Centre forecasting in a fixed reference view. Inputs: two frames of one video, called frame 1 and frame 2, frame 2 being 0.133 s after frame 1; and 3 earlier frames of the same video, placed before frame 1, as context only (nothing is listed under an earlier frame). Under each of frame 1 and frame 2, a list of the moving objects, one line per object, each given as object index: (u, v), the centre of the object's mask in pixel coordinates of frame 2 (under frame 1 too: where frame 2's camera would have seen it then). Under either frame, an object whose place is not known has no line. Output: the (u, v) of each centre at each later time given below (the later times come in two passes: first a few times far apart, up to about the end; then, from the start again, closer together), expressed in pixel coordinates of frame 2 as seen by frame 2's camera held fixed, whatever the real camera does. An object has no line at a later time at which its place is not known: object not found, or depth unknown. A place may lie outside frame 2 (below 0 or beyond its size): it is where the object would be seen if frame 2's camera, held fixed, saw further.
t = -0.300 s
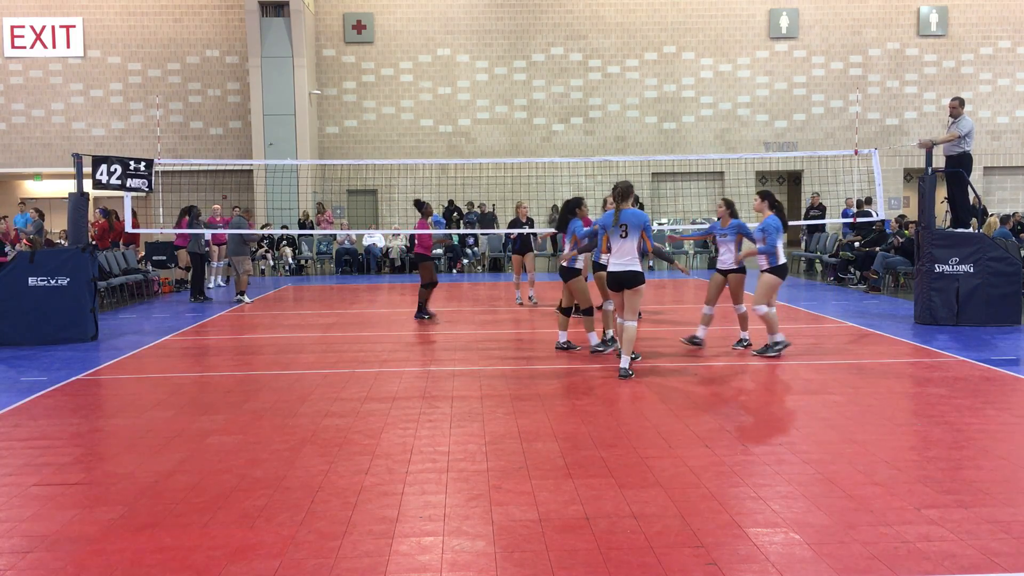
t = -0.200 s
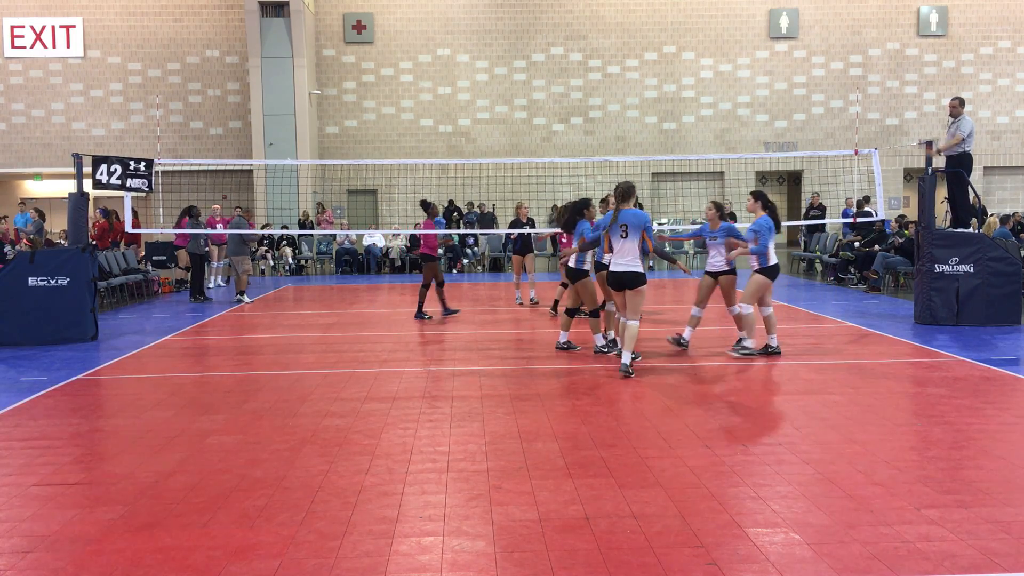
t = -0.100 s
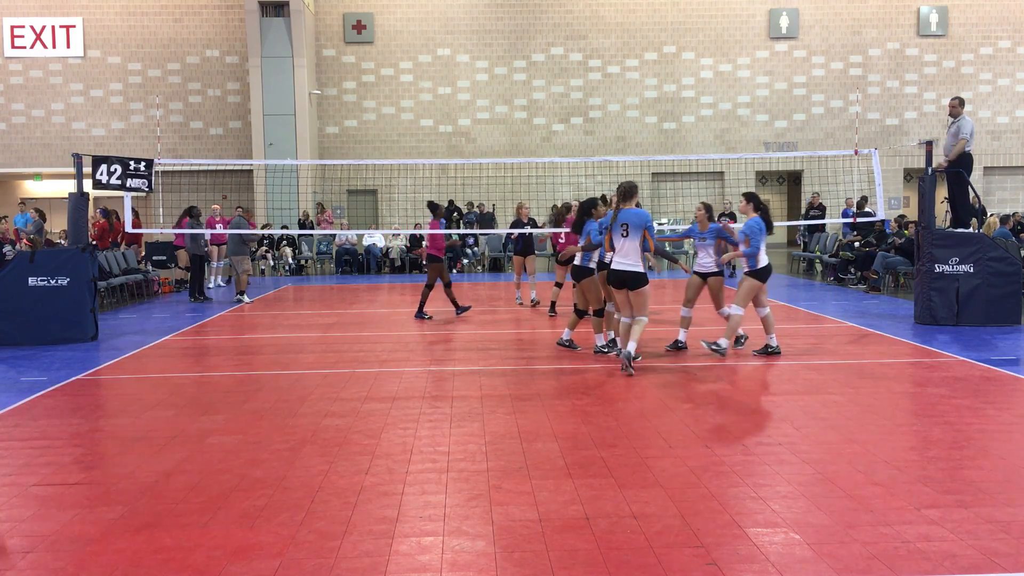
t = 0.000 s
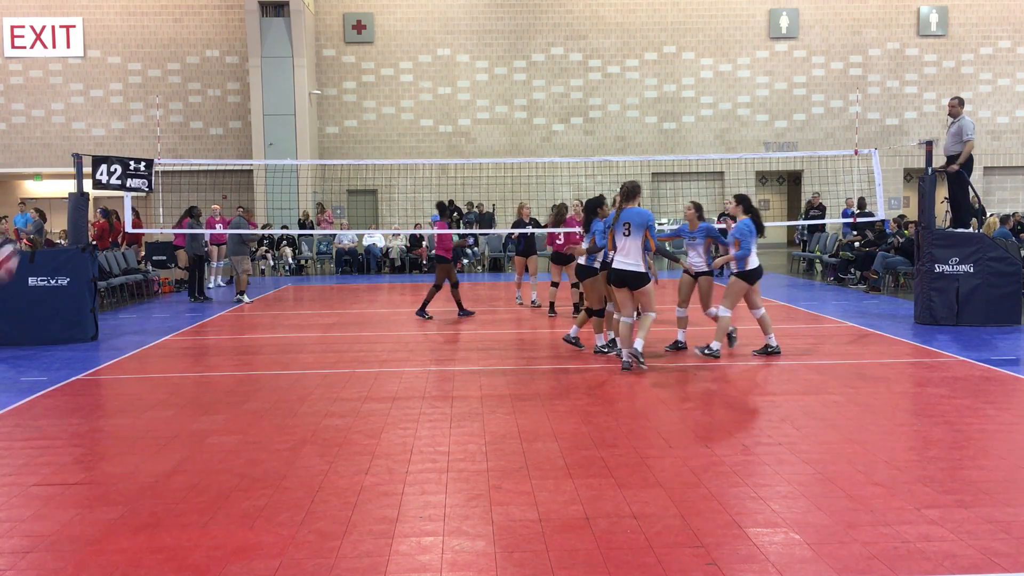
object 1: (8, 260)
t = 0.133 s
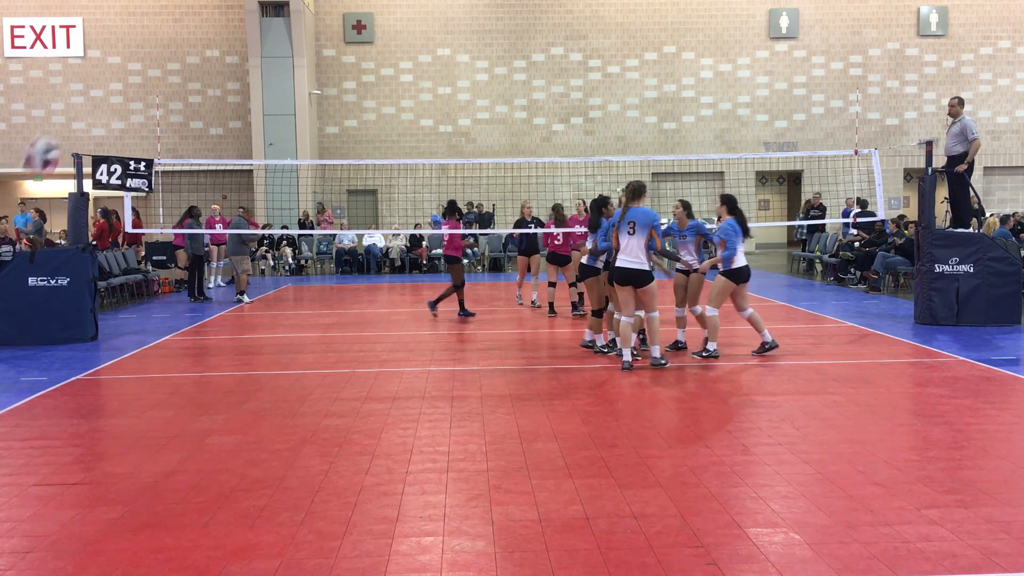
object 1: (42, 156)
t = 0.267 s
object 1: (85, 79)
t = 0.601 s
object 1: (212, 6)
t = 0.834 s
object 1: (314, 50)
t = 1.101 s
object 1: (440, 241)
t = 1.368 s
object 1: (566, 462)
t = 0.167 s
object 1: (50, 137)
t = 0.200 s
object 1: (63, 115)
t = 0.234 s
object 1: (73, 97)
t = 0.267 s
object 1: (85, 79)
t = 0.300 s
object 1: (97, 61)
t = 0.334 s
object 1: (108, 48)
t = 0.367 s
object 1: (120, 36)
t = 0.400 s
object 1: (133, 24)
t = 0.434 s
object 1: (145, 16)
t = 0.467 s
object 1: (159, 11)
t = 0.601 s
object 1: (212, 6)
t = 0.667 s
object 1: (241, 9)
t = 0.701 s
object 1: (257, 12)
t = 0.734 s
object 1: (269, 16)
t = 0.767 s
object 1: (282, 23)
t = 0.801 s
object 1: (299, 37)
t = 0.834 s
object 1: (314, 50)
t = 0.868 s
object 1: (330, 67)
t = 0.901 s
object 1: (344, 85)
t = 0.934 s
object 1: (360, 105)
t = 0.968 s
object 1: (376, 128)
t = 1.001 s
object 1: (391, 151)
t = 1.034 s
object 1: (407, 180)
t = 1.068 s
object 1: (423, 208)
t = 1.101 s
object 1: (440, 241)
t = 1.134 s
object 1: (455, 273)
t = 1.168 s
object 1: (471, 308)
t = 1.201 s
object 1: (487, 345)
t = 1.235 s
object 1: (504, 388)
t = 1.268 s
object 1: (520, 430)
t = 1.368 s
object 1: (566, 462)
